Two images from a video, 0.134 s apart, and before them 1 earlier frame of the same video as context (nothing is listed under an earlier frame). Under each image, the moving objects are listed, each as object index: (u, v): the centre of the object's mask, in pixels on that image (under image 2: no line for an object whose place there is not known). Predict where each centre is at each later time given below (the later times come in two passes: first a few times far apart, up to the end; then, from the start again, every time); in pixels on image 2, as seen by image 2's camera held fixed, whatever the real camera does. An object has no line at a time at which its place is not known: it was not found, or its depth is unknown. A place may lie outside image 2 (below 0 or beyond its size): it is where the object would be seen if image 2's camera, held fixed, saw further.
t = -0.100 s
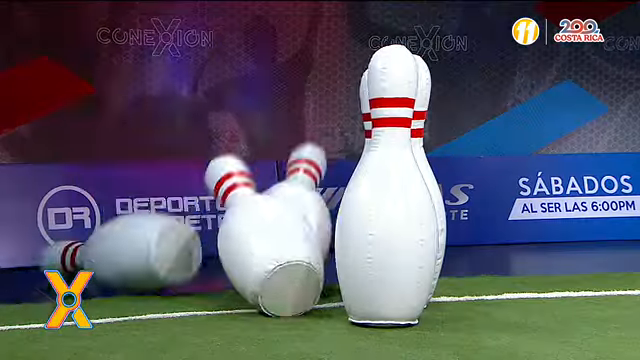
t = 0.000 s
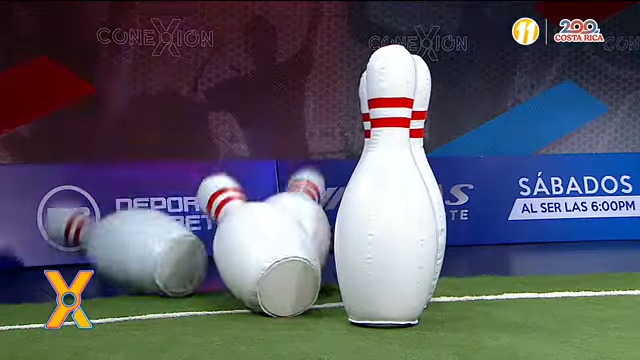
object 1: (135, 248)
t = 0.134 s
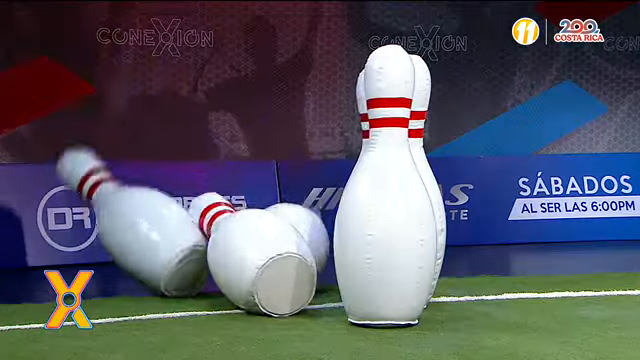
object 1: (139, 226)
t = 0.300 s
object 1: (145, 216)
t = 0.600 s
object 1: (141, 210)
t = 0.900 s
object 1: (128, 215)
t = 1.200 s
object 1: (111, 242)
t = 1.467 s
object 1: (107, 254)
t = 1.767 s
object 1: (108, 253)
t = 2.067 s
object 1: (116, 232)
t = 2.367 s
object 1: (116, 237)
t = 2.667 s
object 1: (108, 253)
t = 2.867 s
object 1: (108, 252)
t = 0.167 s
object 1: (141, 223)
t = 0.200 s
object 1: (143, 221)
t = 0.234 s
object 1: (144, 219)
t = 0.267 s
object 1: (145, 218)
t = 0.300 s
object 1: (145, 216)
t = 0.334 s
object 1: (145, 215)
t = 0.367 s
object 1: (145, 213)
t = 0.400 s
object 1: (145, 212)
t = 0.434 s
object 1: (144, 212)
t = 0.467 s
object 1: (144, 211)
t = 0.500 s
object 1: (144, 210)
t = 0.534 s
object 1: (143, 210)
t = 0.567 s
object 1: (142, 210)
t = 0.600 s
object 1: (141, 210)
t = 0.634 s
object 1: (140, 210)
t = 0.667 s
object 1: (139, 210)
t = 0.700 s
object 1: (138, 210)
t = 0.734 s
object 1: (137, 211)
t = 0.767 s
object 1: (135, 211)
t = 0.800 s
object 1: (134, 212)
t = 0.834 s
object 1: (132, 213)
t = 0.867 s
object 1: (130, 214)
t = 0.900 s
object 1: (128, 215)
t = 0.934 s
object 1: (126, 217)
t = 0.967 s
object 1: (124, 219)
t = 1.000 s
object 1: (122, 221)
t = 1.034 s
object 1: (120, 224)
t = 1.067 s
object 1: (117, 227)
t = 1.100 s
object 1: (116, 230)
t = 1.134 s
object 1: (114, 233)
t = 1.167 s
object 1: (112, 237)
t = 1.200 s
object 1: (111, 242)
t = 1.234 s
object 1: (110, 246)
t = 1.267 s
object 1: (111, 250)
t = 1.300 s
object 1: (109, 253)
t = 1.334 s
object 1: (108, 254)
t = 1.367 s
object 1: (108, 254)
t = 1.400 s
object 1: (107, 254)
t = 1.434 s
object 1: (107, 254)
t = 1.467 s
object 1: (107, 254)
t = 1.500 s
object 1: (107, 254)
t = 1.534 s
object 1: (106, 254)
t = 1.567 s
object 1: (107, 254)
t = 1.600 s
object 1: (107, 254)
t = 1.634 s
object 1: (107, 254)
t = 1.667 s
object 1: (108, 254)
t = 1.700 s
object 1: (108, 254)
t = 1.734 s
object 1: (108, 254)
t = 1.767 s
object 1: (108, 253)
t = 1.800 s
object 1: (111, 252)
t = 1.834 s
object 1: (111, 249)
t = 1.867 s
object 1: (111, 246)
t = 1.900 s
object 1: (111, 243)
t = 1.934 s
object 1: (112, 239)
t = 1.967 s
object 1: (113, 237)
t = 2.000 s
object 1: (114, 235)
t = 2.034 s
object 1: (115, 233)
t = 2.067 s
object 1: (116, 232)
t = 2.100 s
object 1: (117, 232)
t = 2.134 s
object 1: (118, 231)
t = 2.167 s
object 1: (118, 231)
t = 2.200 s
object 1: (118, 231)
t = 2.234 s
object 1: (118, 232)
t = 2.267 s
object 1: (117, 233)
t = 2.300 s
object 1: (117, 234)
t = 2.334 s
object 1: (116, 235)
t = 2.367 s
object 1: (116, 237)
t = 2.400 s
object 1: (115, 239)
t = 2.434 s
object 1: (113, 241)
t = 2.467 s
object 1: (112, 244)
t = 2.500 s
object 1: (112, 247)
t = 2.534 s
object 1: (110, 249)
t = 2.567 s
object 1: (110, 251)
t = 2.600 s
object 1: (108, 251)
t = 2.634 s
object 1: (108, 252)
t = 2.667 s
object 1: (108, 253)
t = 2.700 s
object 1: (108, 253)
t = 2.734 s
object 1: (108, 253)
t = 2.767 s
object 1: (108, 253)
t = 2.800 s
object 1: (108, 253)
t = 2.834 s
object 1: (108, 253)
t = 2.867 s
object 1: (108, 252)
